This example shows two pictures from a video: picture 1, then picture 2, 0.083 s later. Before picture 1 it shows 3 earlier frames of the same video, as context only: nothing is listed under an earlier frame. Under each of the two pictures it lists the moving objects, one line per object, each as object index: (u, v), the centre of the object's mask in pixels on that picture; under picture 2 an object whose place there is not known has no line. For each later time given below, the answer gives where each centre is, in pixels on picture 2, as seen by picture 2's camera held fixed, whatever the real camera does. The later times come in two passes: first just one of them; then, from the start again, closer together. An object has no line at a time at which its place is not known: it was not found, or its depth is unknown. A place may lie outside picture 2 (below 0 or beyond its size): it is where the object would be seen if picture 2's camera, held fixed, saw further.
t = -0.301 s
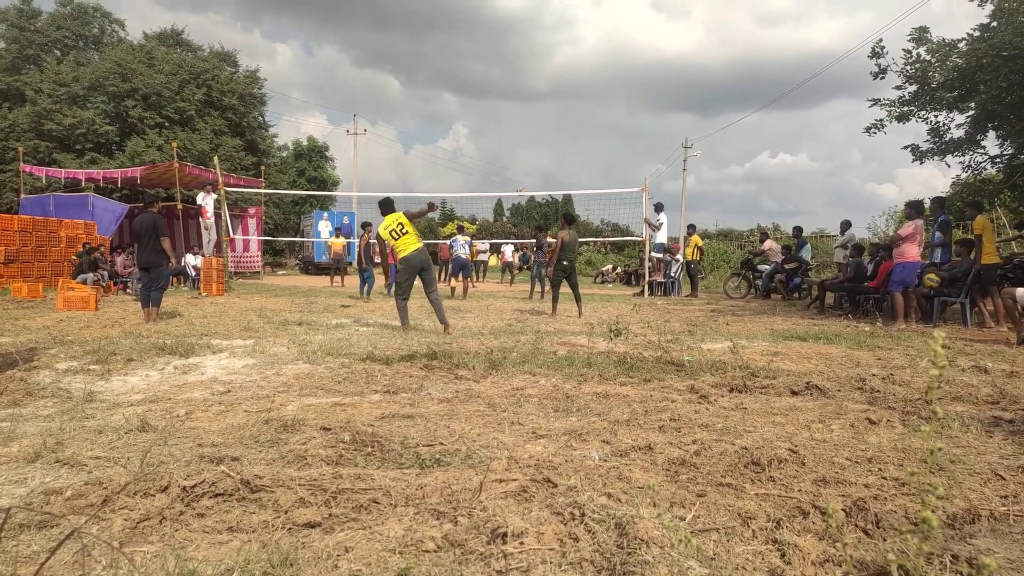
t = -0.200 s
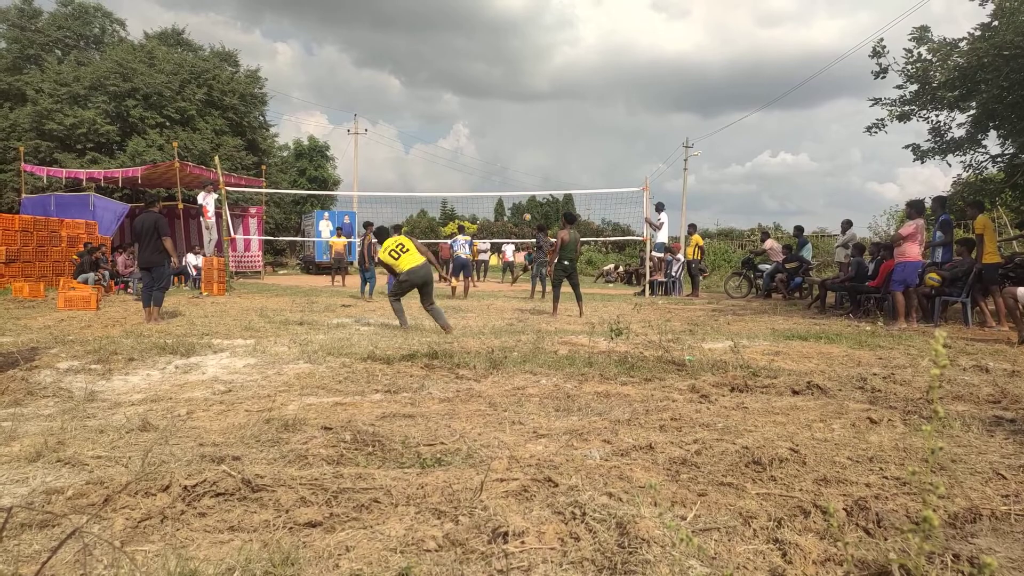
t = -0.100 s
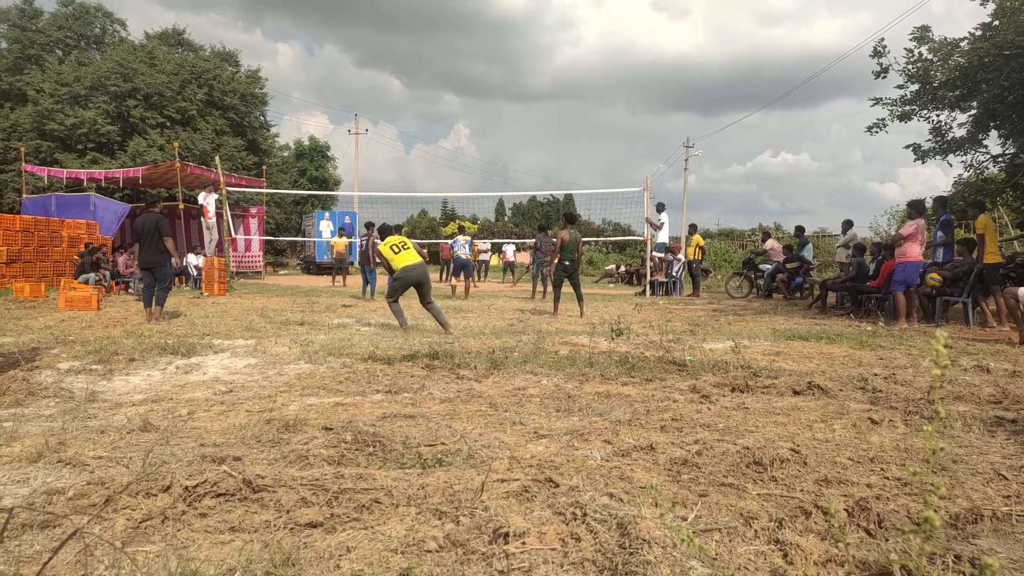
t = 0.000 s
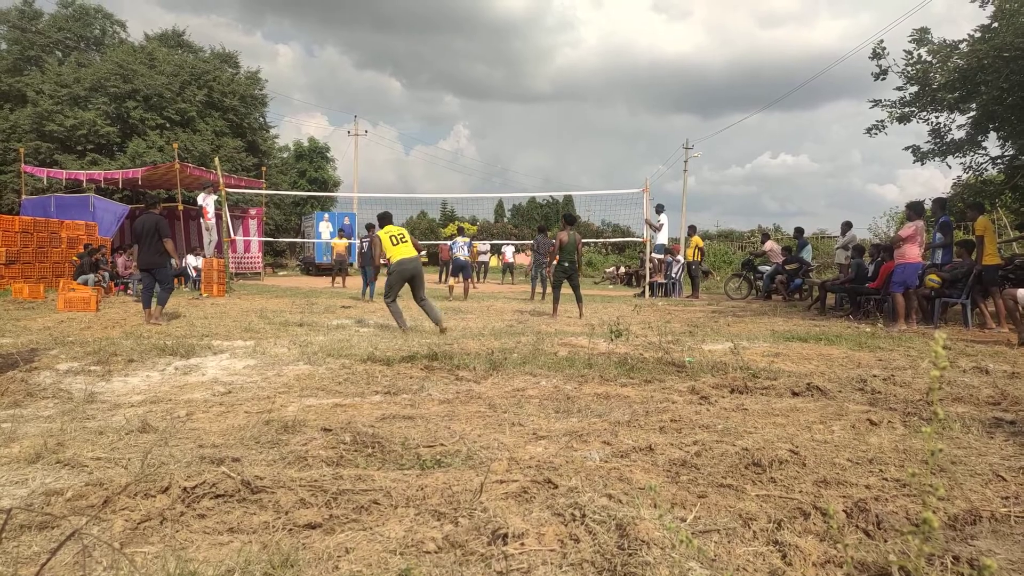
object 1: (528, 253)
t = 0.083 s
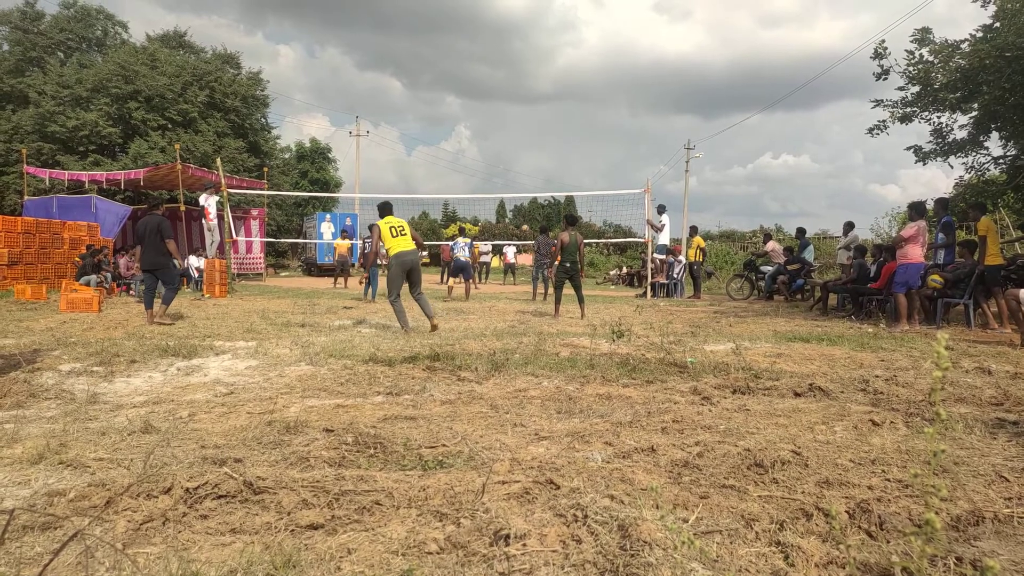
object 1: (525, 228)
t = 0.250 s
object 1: (516, 185)
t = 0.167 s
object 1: (521, 205)
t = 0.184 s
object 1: (518, 201)
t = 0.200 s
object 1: (518, 198)
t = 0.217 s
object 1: (517, 192)
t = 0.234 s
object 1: (517, 189)
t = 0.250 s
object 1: (516, 185)
